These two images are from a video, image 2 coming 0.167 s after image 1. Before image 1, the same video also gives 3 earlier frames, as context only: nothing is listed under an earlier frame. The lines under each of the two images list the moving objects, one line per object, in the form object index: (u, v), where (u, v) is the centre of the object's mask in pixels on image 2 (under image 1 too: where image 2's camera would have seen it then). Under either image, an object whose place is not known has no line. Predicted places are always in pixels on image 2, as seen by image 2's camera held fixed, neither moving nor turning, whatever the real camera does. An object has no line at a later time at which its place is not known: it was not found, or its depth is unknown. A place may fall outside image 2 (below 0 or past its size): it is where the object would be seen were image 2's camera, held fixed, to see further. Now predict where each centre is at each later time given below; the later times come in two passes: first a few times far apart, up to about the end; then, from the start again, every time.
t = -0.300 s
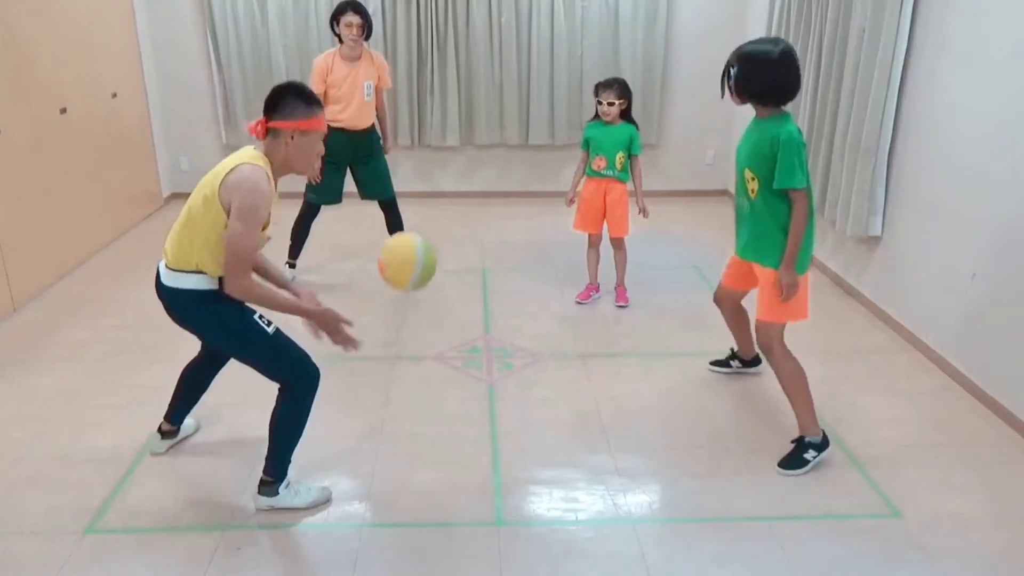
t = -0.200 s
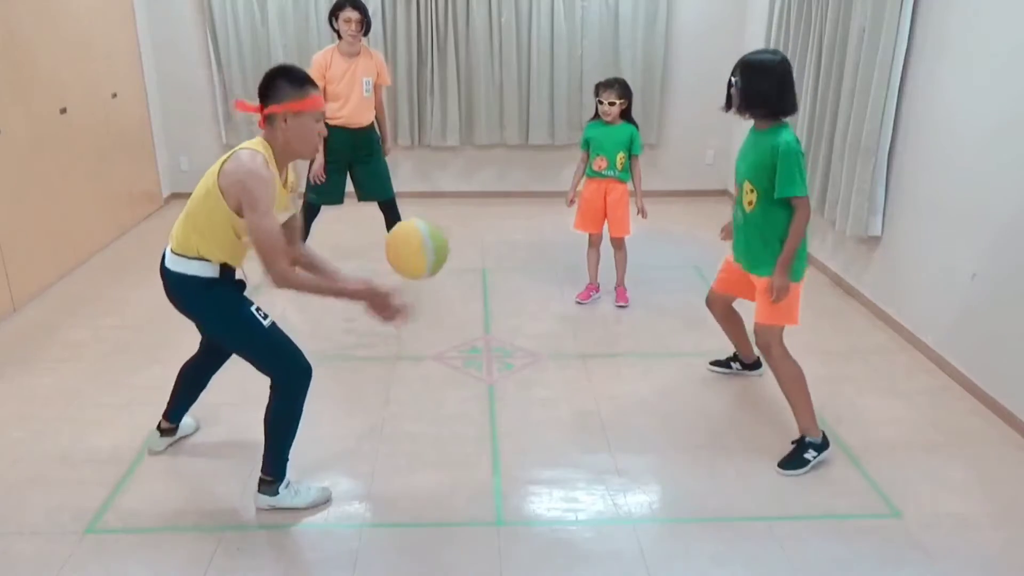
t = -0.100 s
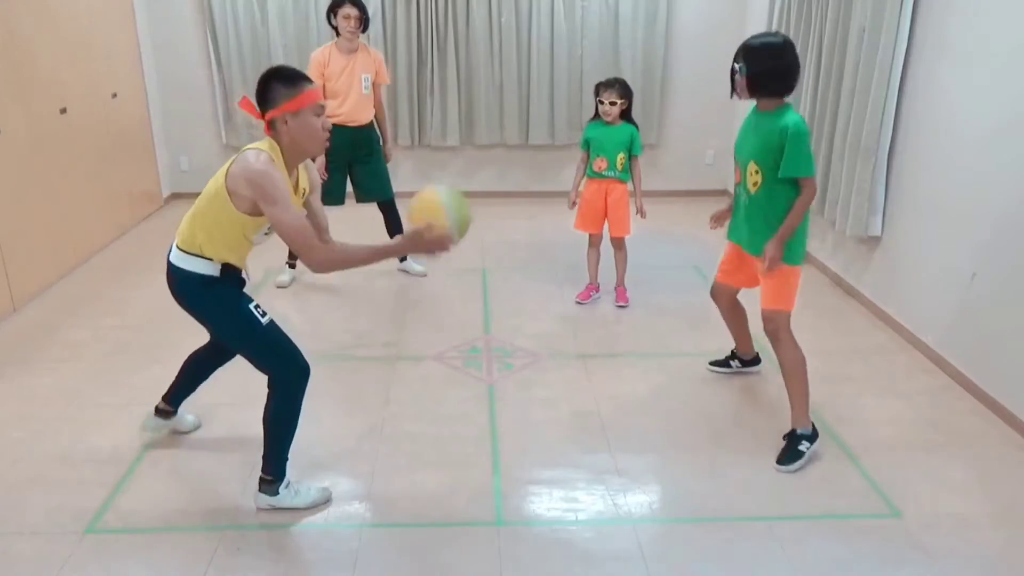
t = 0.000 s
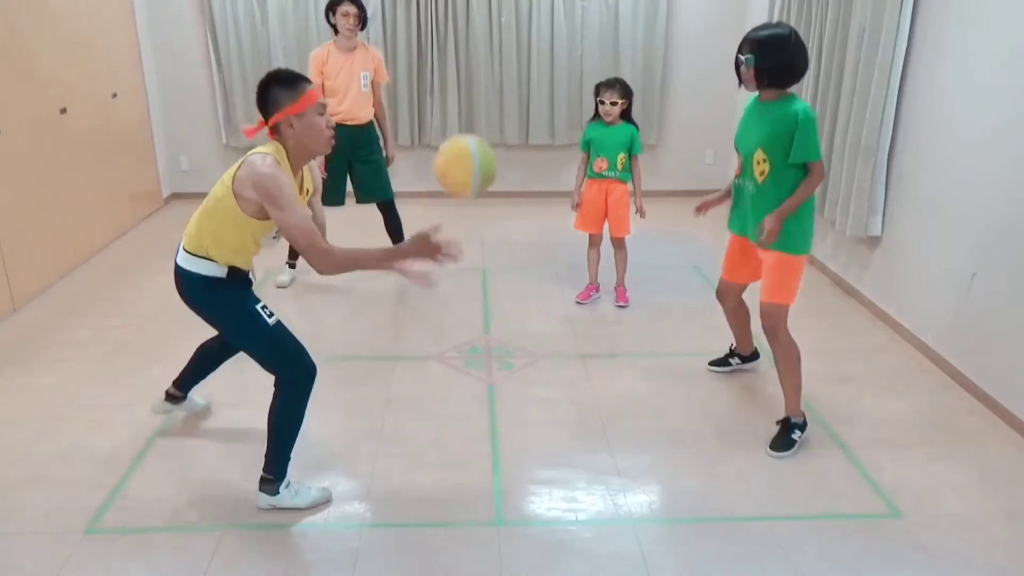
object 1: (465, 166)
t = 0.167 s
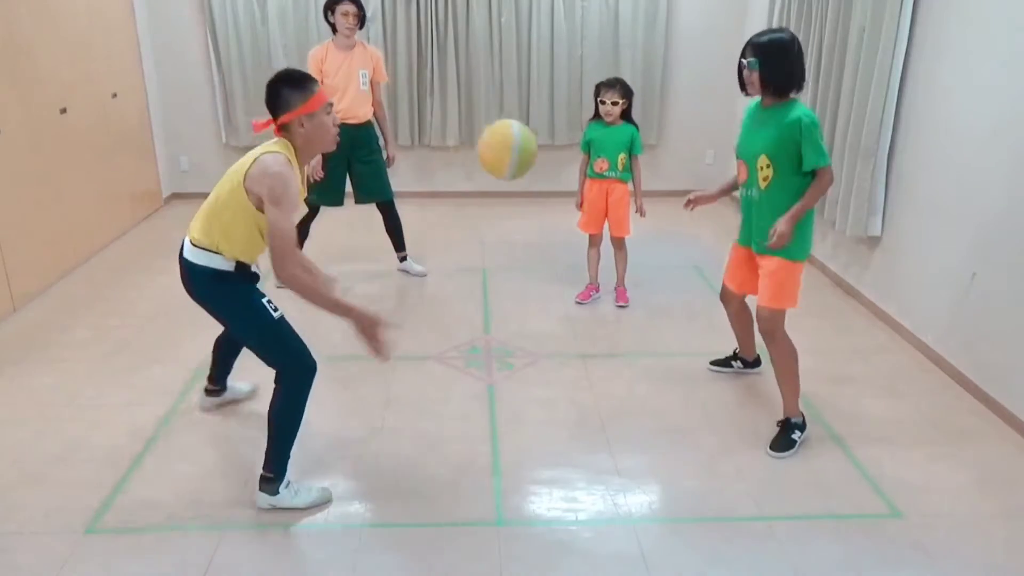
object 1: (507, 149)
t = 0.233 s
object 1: (523, 165)
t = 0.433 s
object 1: (562, 268)
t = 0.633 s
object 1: (589, 336)
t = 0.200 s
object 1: (515, 155)
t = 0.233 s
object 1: (523, 165)
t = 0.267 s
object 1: (530, 175)
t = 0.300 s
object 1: (536, 188)
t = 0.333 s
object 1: (544, 205)
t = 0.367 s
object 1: (550, 224)
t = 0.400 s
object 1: (557, 245)
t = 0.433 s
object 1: (562, 268)
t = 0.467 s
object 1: (568, 293)
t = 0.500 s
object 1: (572, 318)
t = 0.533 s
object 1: (576, 347)
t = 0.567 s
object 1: (581, 374)
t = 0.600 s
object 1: (585, 361)
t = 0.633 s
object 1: (589, 336)
